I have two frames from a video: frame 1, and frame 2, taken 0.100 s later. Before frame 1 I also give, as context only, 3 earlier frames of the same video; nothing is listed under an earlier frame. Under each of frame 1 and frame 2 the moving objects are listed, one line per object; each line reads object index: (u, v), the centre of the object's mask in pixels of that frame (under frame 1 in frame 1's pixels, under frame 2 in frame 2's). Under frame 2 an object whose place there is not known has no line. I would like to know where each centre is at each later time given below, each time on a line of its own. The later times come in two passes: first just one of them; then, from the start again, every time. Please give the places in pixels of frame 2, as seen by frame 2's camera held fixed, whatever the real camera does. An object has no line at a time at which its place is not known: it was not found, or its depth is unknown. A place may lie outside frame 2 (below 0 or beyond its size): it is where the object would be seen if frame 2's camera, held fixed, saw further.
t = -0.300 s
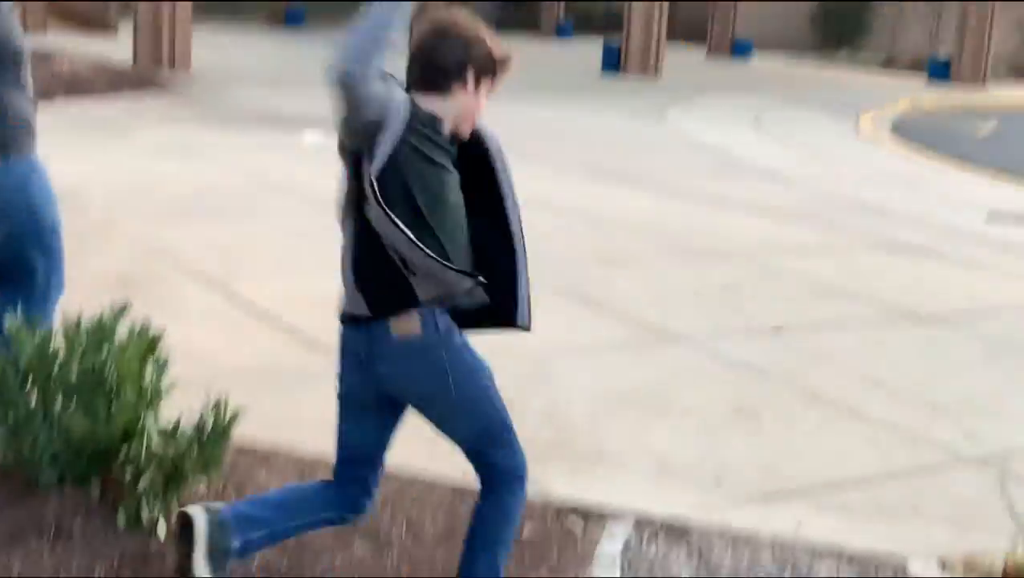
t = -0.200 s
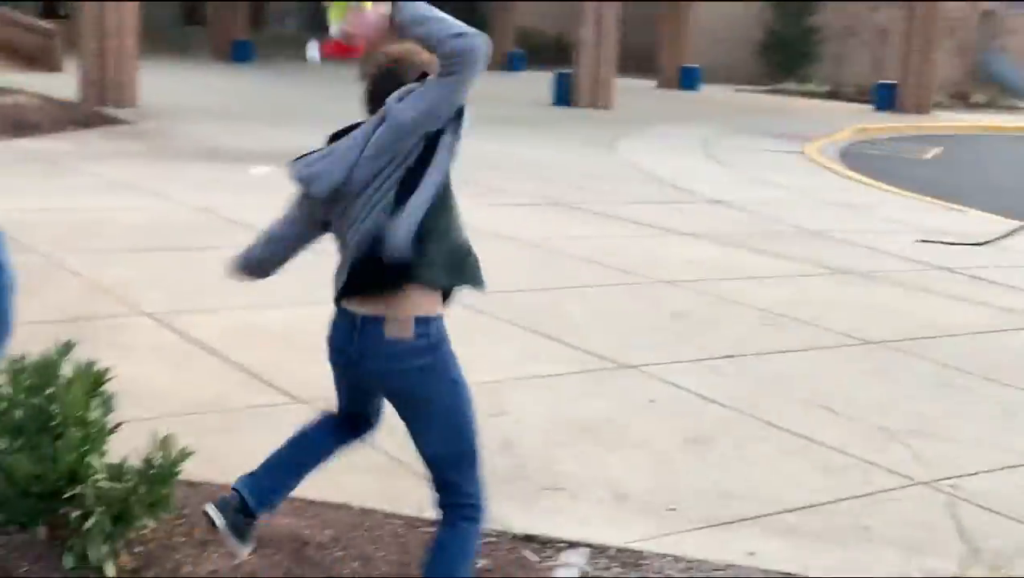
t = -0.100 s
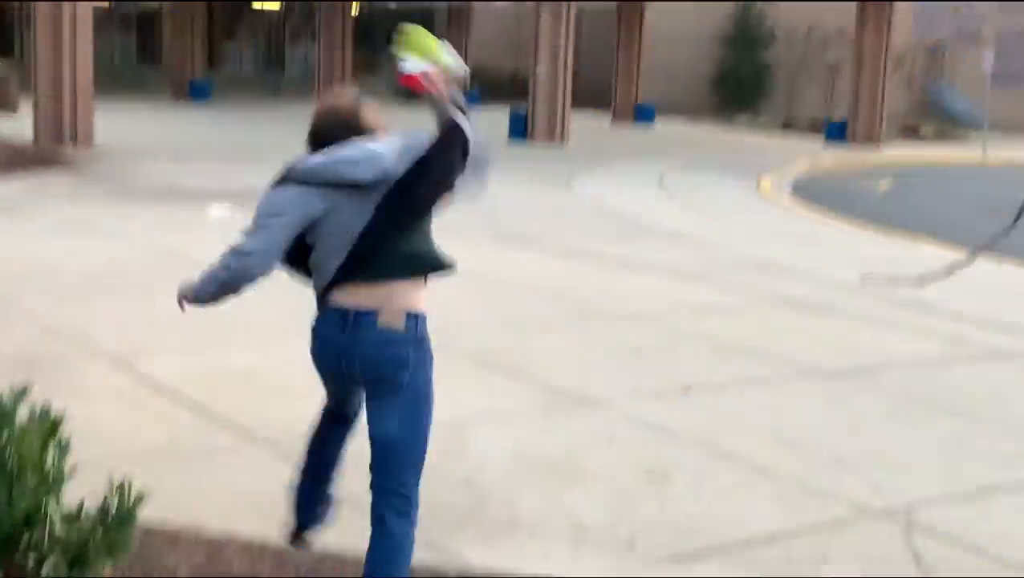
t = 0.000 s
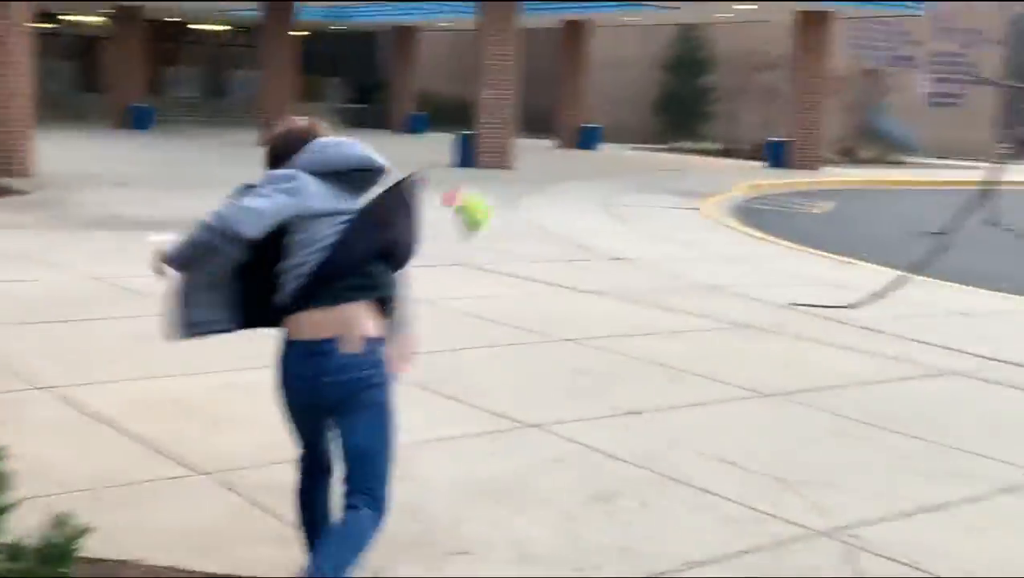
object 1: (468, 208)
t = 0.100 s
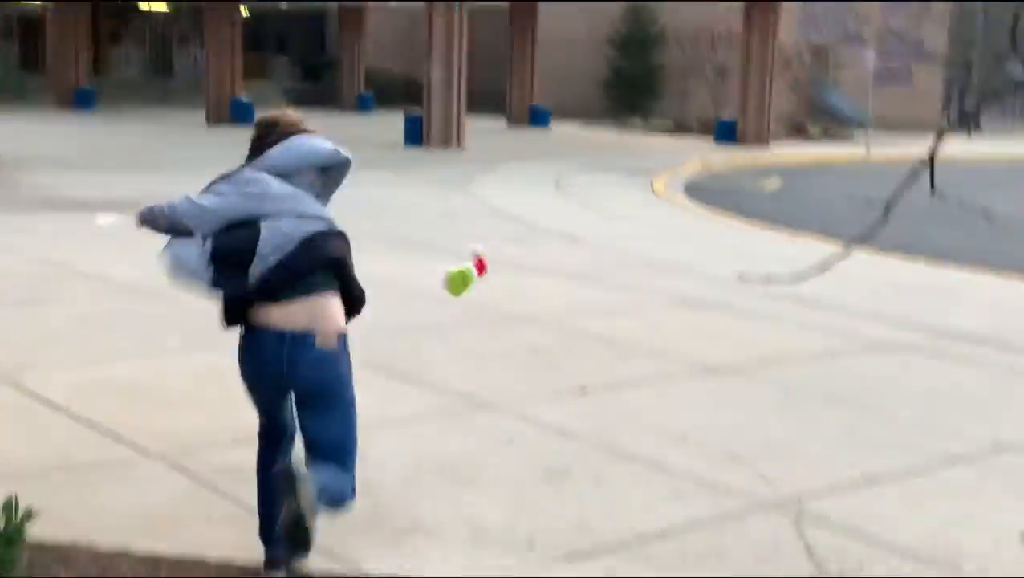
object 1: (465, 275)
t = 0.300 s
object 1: (511, 350)
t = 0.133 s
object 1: (475, 297)
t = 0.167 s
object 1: (485, 318)
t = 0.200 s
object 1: (494, 335)
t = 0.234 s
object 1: (504, 354)
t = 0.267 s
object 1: (510, 358)
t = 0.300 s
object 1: (511, 350)
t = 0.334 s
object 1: (512, 340)
